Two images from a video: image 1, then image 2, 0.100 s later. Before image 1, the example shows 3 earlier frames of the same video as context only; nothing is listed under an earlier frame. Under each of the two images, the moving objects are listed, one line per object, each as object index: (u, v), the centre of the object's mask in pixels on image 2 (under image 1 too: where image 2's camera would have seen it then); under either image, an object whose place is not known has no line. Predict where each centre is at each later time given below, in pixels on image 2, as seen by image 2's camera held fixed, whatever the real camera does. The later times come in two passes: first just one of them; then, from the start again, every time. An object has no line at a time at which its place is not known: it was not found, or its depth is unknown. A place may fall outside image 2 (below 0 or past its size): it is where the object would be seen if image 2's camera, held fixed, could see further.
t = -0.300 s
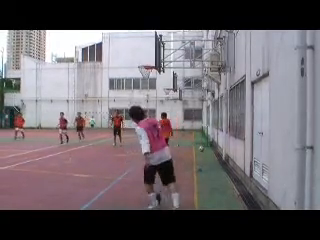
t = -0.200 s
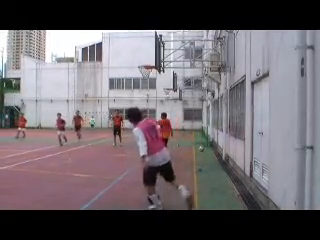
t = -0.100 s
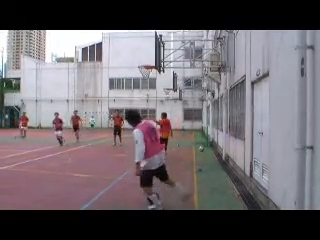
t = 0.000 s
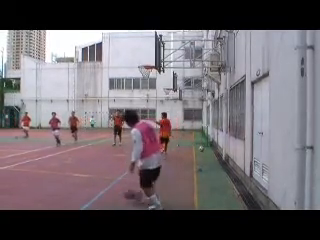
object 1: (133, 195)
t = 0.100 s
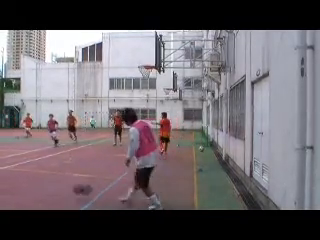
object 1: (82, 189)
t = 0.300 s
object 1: (3, 187)
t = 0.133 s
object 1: (66, 189)
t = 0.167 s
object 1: (51, 189)
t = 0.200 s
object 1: (35, 189)
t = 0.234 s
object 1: (23, 189)
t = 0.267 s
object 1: (11, 188)
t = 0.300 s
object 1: (3, 187)
